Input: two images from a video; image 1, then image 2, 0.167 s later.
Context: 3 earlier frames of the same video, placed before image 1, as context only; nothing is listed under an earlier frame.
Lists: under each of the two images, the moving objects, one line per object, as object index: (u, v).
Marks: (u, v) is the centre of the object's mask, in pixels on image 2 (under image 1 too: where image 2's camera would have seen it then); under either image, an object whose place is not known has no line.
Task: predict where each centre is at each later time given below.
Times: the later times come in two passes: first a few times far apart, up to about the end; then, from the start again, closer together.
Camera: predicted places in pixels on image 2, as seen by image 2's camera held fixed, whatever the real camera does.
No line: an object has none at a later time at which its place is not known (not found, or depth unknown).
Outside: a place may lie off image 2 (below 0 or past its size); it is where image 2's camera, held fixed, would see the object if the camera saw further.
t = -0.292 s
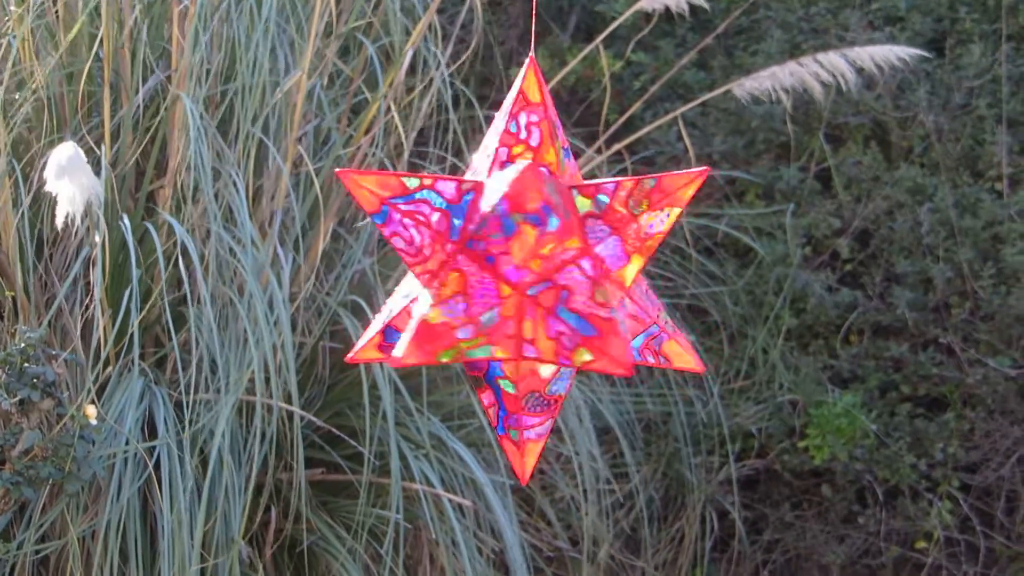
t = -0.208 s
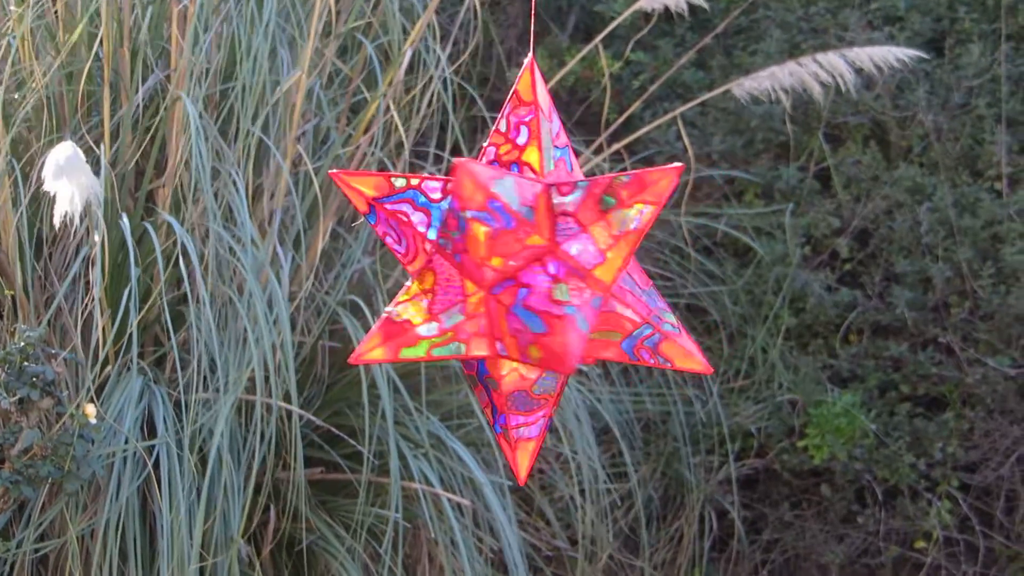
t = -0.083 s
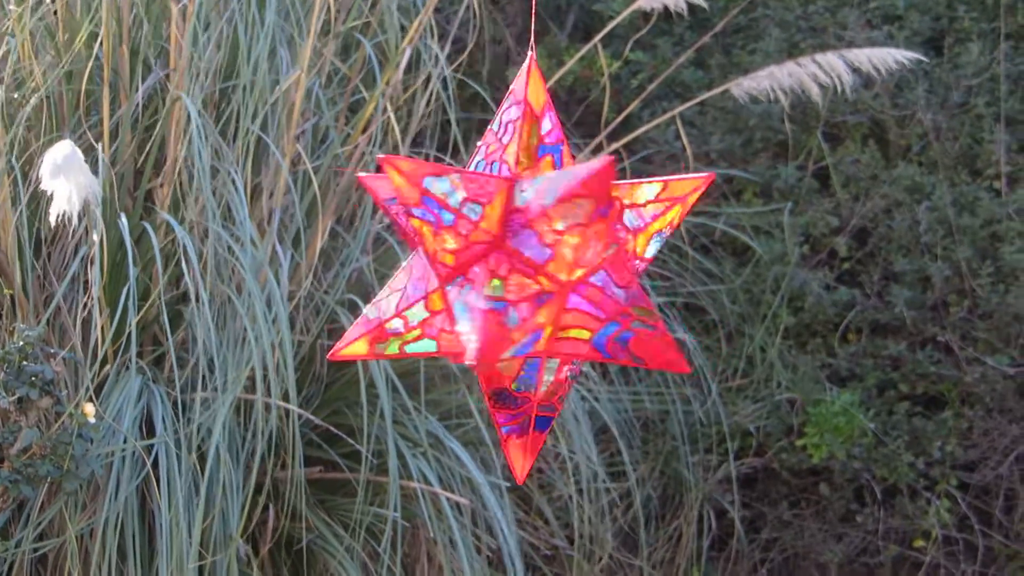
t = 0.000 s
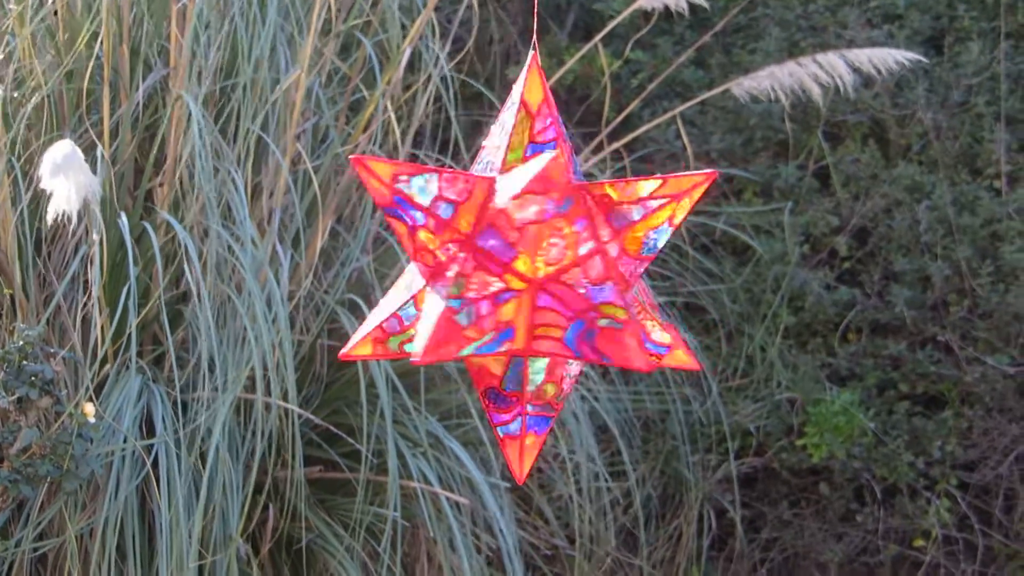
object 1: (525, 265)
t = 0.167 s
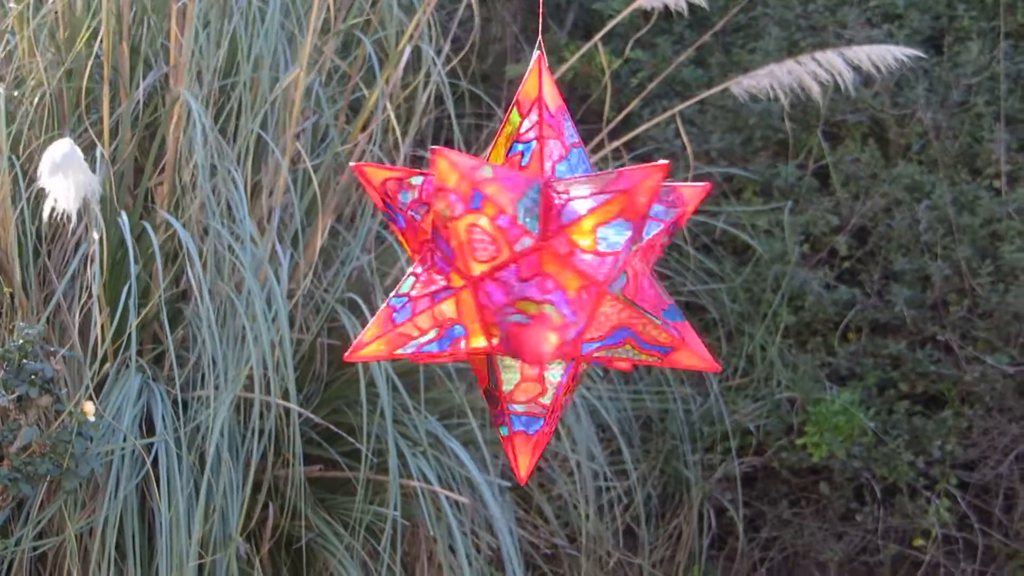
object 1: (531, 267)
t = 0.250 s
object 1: (538, 265)
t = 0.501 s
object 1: (544, 267)
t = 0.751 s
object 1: (547, 271)
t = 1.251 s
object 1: (529, 272)
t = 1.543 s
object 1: (526, 272)
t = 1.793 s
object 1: (539, 272)
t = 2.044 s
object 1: (556, 272)
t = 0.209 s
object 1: (535, 267)
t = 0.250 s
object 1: (538, 265)
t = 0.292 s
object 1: (538, 265)
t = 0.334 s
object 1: (540, 265)
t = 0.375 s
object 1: (543, 266)
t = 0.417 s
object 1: (545, 267)
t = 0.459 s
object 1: (543, 266)
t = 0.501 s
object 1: (544, 267)
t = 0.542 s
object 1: (545, 267)
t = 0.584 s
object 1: (546, 267)
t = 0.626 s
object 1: (545, 268)
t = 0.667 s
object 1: (547, 269)
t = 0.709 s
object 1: (547, 270)
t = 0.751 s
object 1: (547, 271)
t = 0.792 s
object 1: (542, 272)
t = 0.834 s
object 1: (542, 273)
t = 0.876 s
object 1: (541, 272)
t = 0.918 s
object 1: (541, 272)
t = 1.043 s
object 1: (537, 272)
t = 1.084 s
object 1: (535, 272)
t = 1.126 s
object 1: (531, 271)
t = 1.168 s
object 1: (531, 272)
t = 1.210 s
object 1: (530, 272)
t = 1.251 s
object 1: (529, 272)
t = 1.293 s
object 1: (525, 273)
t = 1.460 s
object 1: (525, 273)
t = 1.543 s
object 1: (526, 272)
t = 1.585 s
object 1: (527, 269)
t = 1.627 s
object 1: (528, 270)
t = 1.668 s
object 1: (530, 271)
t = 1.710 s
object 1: (534, 271)
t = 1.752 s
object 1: (538, 272)
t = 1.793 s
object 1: (539, 272)
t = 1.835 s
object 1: (542, 272)
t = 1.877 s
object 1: (545, 272)
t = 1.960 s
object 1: (551, 272)
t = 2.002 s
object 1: (552, 272)
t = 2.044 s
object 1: (556, 272)
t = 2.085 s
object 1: (558, 272)
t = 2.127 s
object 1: (559, 272)
